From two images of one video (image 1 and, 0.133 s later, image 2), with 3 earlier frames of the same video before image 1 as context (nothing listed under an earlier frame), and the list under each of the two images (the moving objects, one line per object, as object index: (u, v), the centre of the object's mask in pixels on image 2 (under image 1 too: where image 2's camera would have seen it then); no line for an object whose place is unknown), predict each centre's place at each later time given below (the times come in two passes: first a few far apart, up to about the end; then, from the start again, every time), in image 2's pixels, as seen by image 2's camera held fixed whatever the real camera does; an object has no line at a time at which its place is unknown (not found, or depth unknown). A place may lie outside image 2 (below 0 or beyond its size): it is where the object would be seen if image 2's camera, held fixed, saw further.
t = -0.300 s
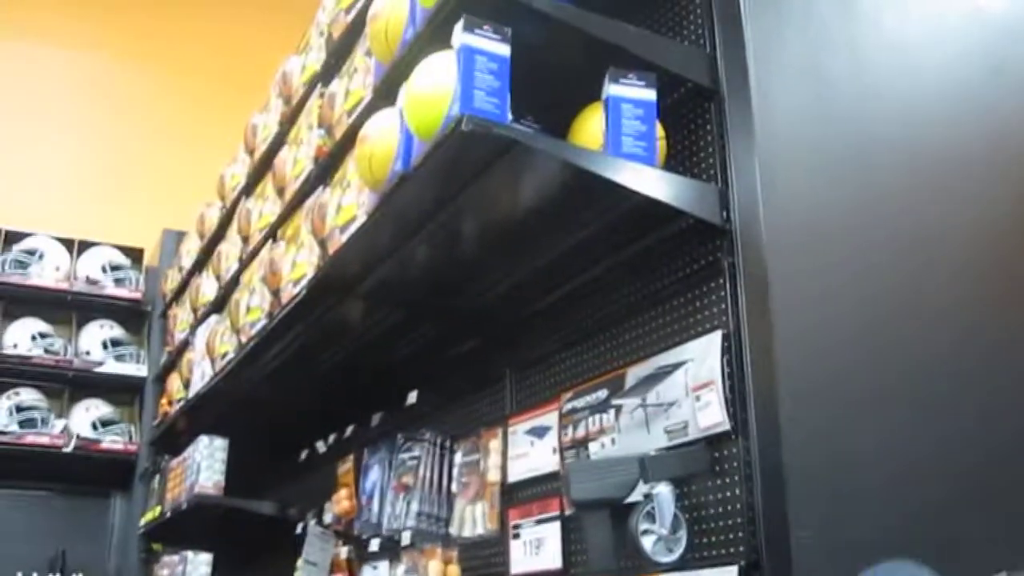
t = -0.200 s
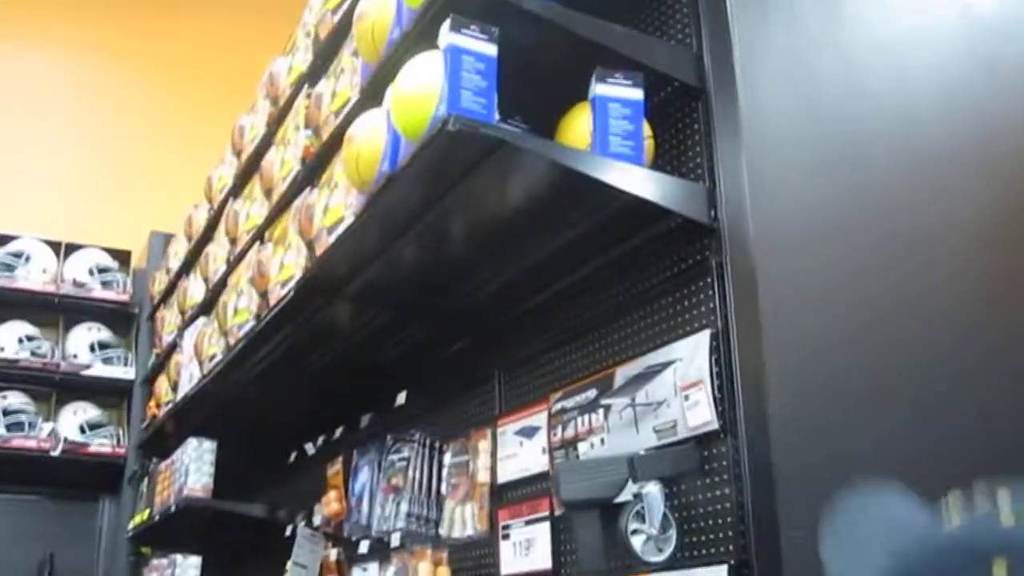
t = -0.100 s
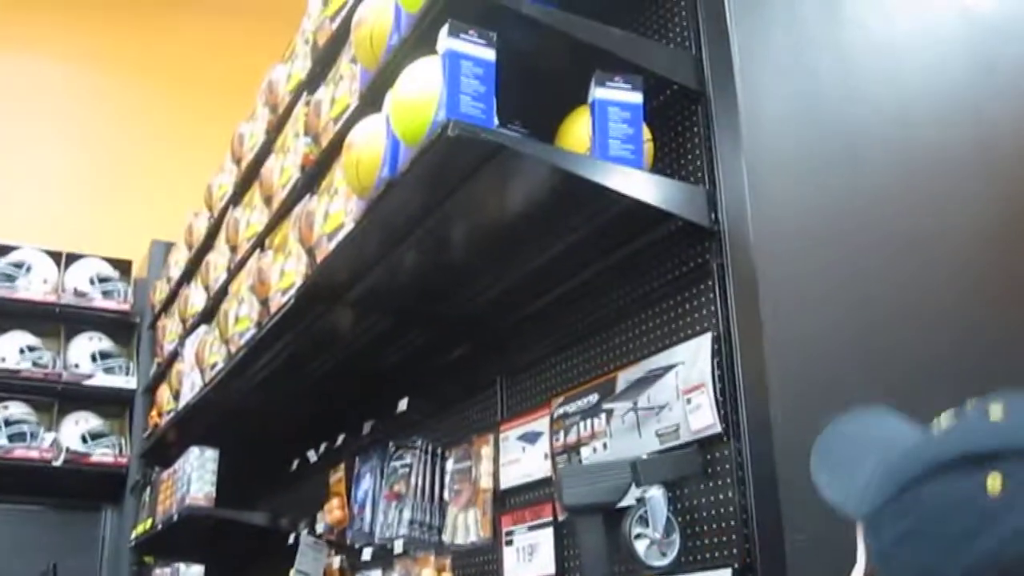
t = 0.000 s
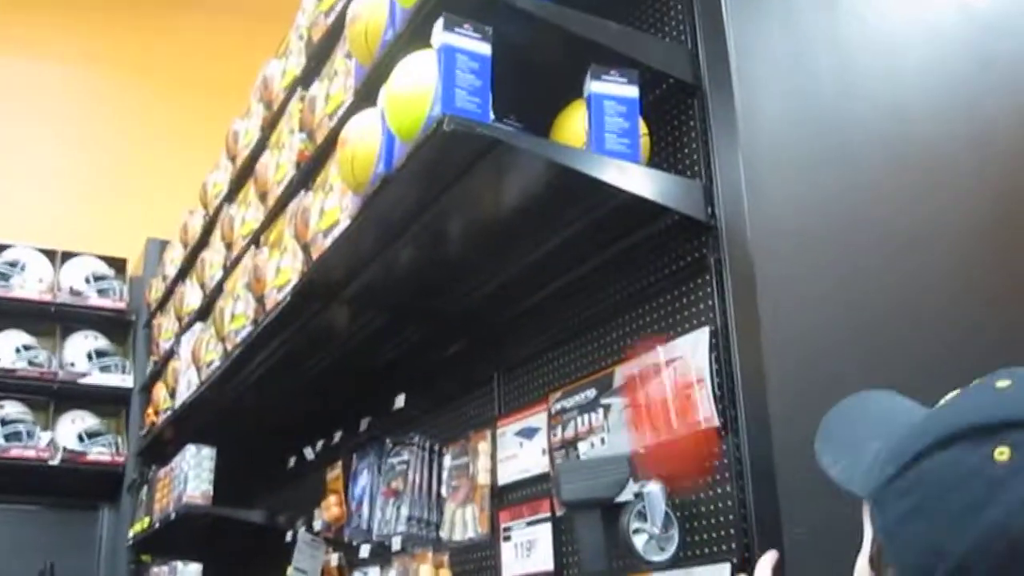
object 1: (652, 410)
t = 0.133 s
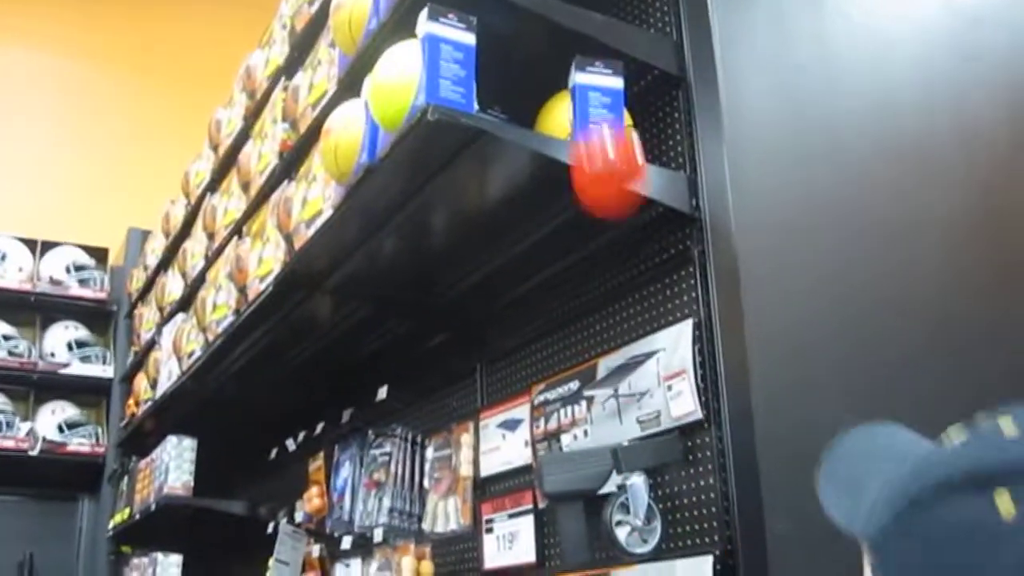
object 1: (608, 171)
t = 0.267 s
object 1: (581, 70)
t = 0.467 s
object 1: (563, 73)
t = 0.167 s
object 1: (602, 128)
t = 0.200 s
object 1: (593, 97)
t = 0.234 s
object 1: (586, 81)
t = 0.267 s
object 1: (581, 70)
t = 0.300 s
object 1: (576, 62)
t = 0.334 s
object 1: (573, 56)
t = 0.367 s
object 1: (570, 54)
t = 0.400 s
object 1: (567, 56)
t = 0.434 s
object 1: (565, 62)
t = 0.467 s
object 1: (563, 73)
